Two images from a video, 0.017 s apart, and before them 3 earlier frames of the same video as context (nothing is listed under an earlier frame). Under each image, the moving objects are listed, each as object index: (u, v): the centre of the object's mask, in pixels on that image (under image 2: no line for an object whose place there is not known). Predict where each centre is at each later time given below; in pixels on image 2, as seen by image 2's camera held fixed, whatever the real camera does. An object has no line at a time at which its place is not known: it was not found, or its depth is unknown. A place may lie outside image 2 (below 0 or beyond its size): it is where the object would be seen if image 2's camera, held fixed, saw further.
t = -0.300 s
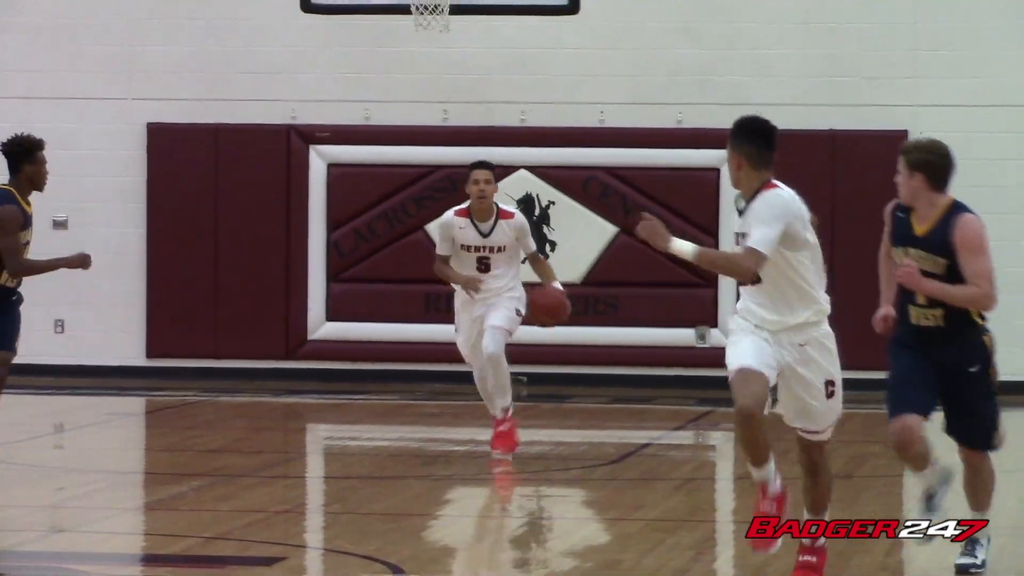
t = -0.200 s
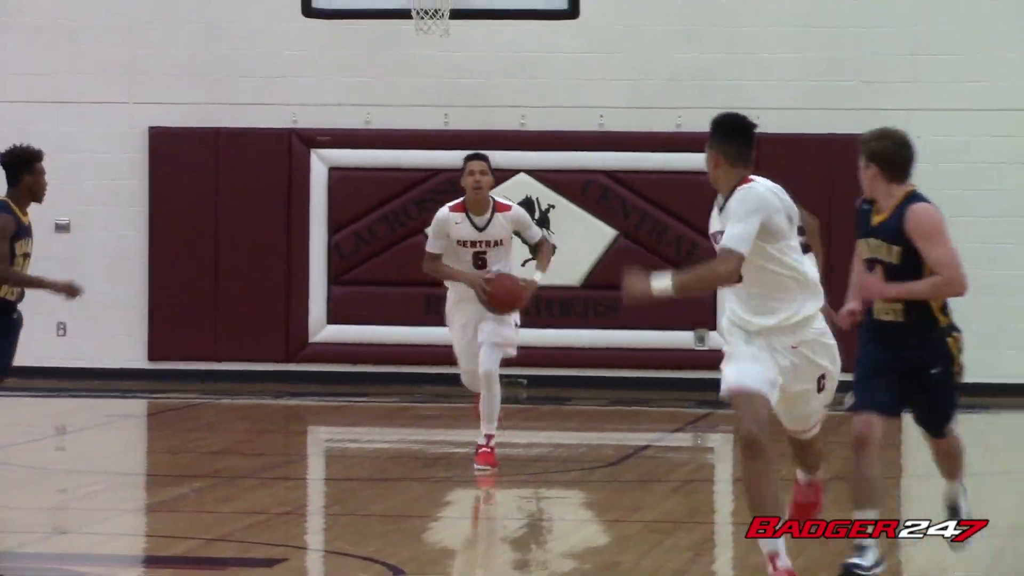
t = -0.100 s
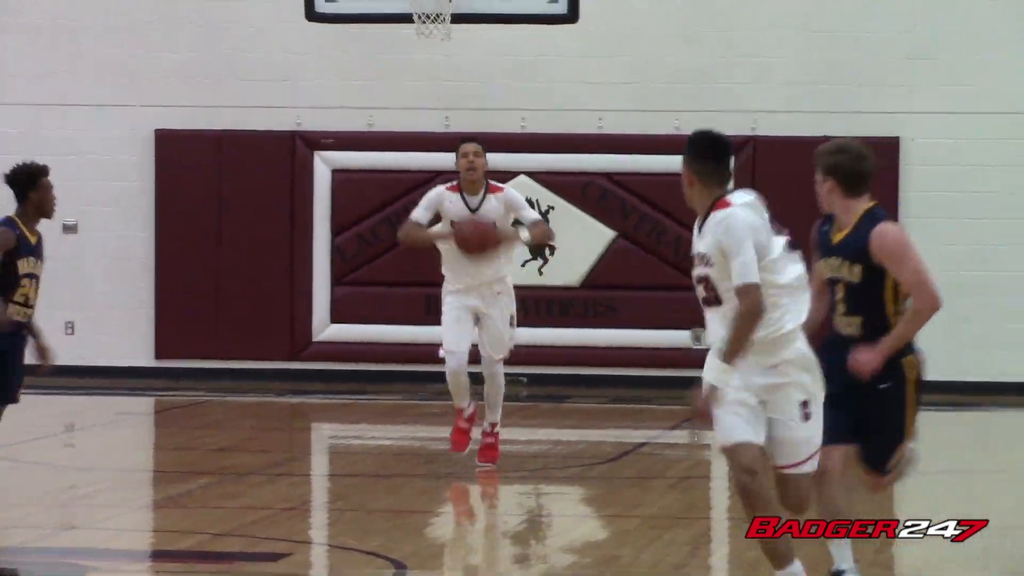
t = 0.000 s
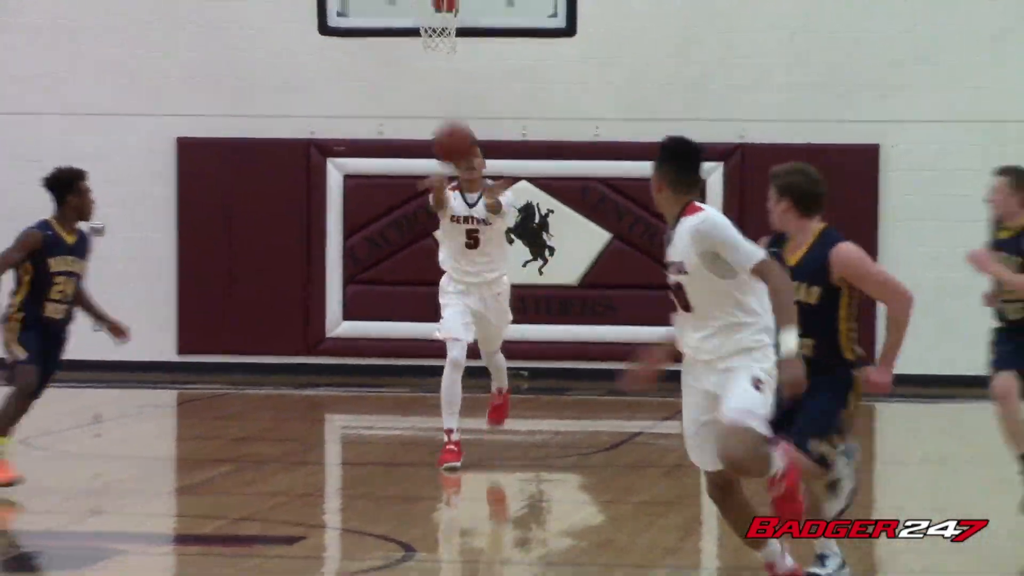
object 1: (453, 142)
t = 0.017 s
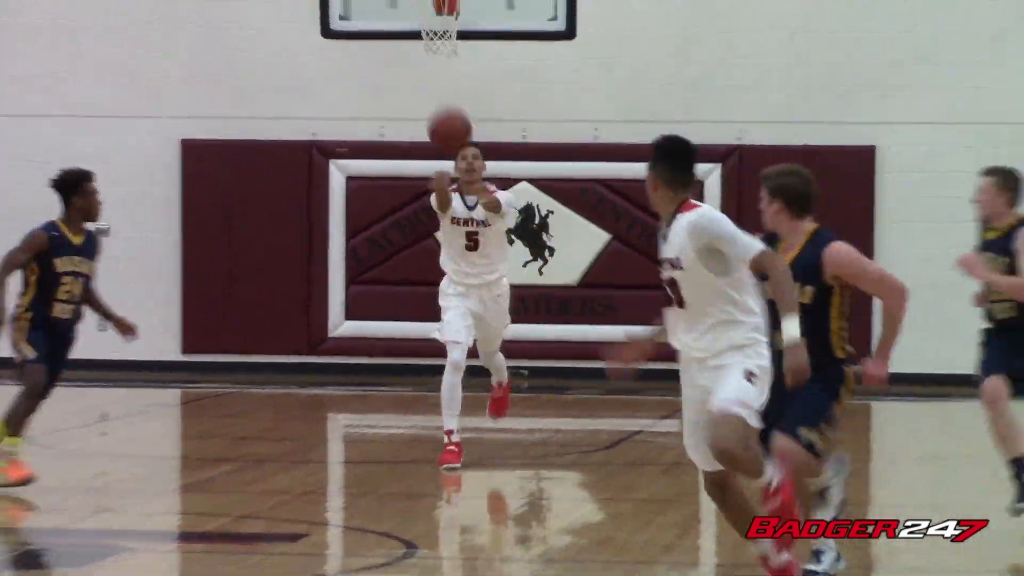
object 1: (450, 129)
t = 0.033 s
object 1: (445, 114)
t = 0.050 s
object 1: (440, 98)
